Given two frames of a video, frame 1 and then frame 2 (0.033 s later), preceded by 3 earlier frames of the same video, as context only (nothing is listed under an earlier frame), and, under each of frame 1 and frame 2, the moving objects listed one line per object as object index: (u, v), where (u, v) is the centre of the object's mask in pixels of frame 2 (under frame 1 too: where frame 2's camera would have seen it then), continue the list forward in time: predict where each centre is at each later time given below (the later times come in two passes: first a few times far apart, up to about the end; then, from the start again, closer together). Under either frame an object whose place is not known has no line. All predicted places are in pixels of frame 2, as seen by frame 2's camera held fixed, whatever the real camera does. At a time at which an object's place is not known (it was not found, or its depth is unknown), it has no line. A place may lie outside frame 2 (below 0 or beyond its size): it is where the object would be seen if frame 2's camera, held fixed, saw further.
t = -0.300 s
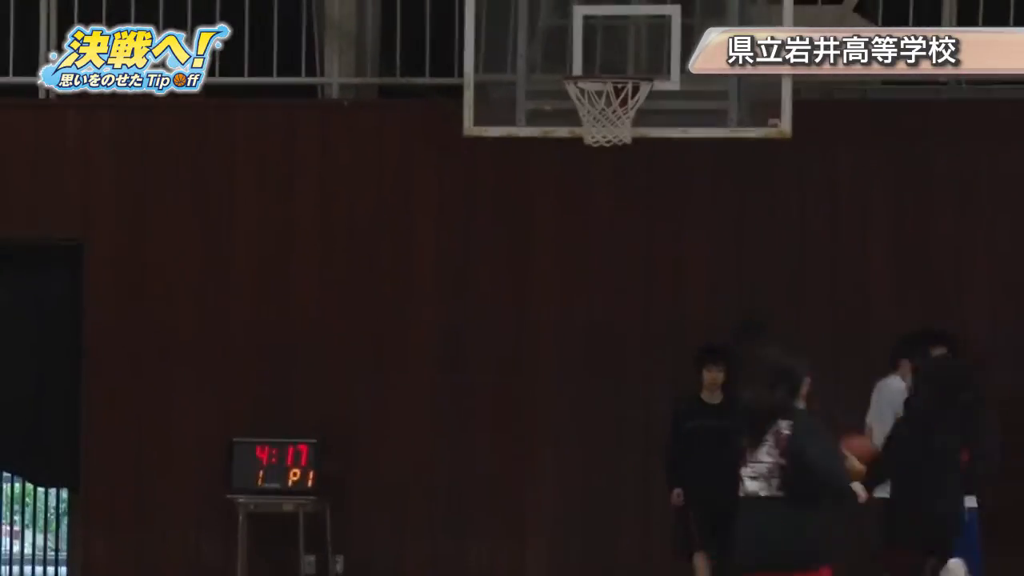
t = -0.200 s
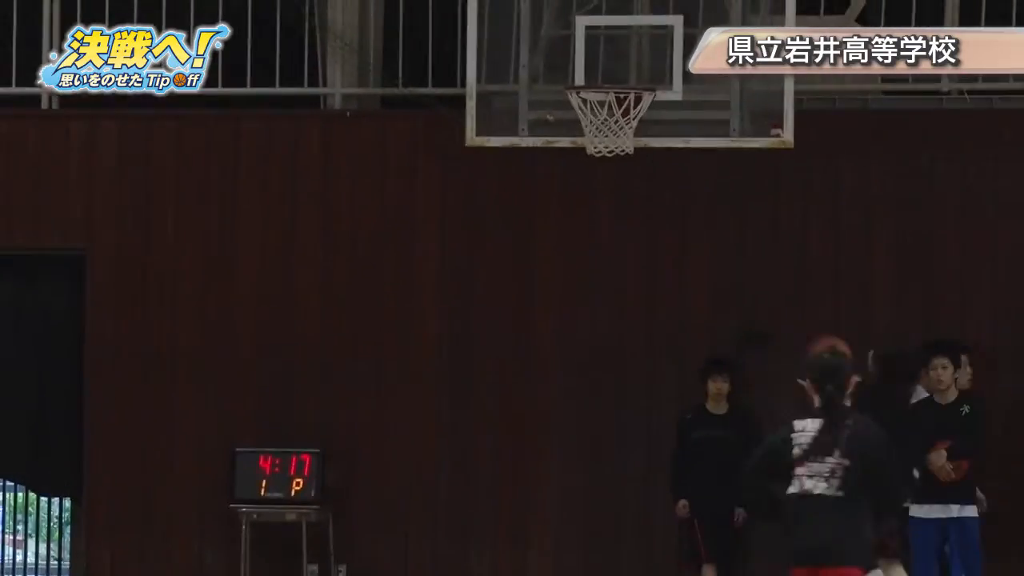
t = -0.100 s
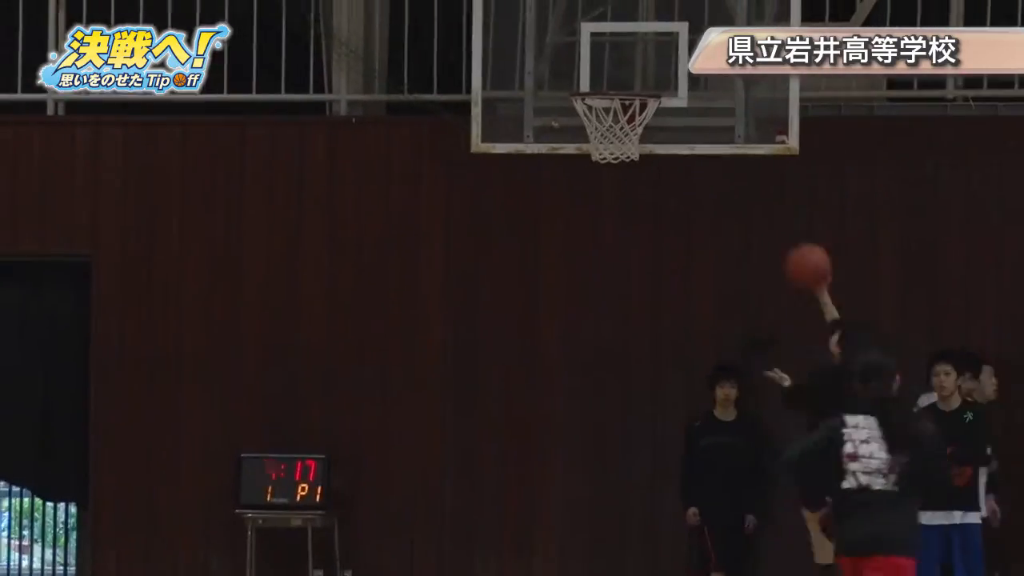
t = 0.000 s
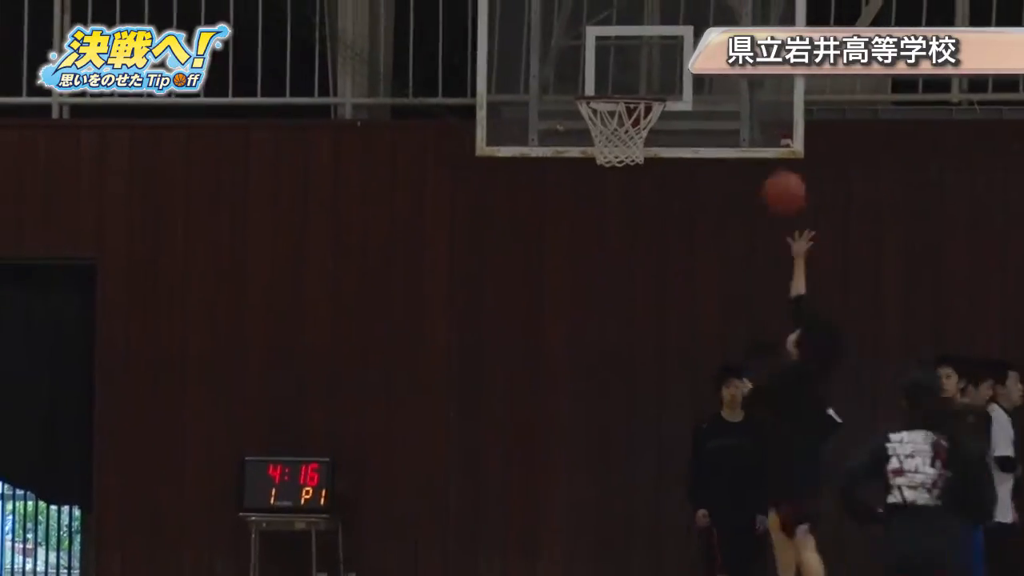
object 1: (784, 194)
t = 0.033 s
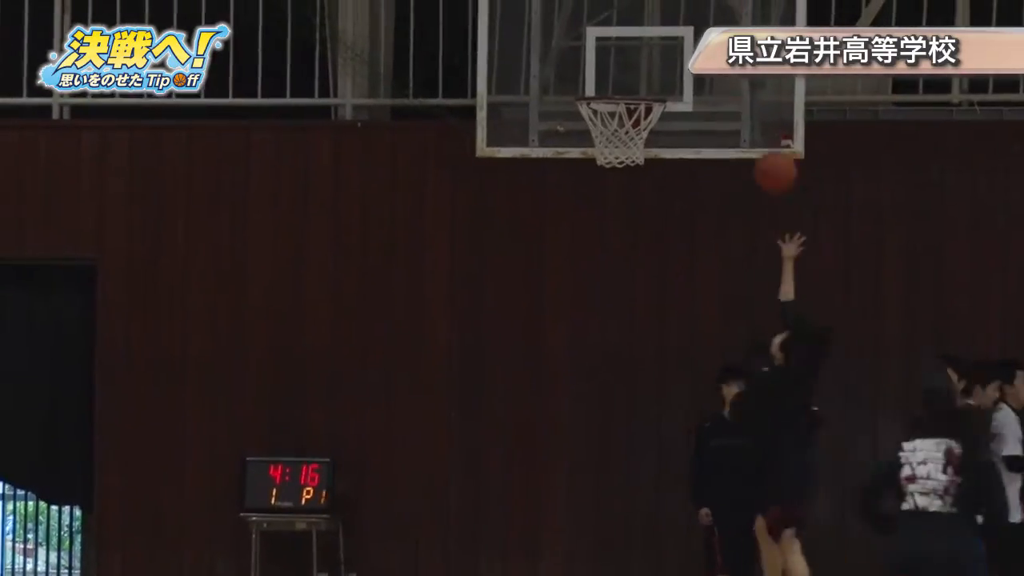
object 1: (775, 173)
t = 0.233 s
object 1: (718, 90)
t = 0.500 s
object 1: (645, 80)
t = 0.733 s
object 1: (641, 125)
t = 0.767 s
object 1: (624, 140)
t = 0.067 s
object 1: (766, 153)
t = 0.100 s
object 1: (757, 135)
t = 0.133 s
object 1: (747, 121)
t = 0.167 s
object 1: (738, 107)
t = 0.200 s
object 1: (728, 95)
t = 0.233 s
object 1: (718, 90)
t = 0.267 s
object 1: (710, 87)
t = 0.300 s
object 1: (700, 85)
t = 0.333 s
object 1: (691, 83)
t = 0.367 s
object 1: (678, 76)
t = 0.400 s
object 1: (670, 73)
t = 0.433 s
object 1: (662, 74)
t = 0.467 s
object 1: (654, 76)
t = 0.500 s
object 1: (645, 80)
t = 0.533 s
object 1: (634, 84)
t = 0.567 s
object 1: (624, 89)
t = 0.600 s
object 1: (616, 107)
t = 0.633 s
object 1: (605, 116)
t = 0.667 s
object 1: (604, 119)
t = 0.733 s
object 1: (641, 125)
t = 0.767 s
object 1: (624, 140)
